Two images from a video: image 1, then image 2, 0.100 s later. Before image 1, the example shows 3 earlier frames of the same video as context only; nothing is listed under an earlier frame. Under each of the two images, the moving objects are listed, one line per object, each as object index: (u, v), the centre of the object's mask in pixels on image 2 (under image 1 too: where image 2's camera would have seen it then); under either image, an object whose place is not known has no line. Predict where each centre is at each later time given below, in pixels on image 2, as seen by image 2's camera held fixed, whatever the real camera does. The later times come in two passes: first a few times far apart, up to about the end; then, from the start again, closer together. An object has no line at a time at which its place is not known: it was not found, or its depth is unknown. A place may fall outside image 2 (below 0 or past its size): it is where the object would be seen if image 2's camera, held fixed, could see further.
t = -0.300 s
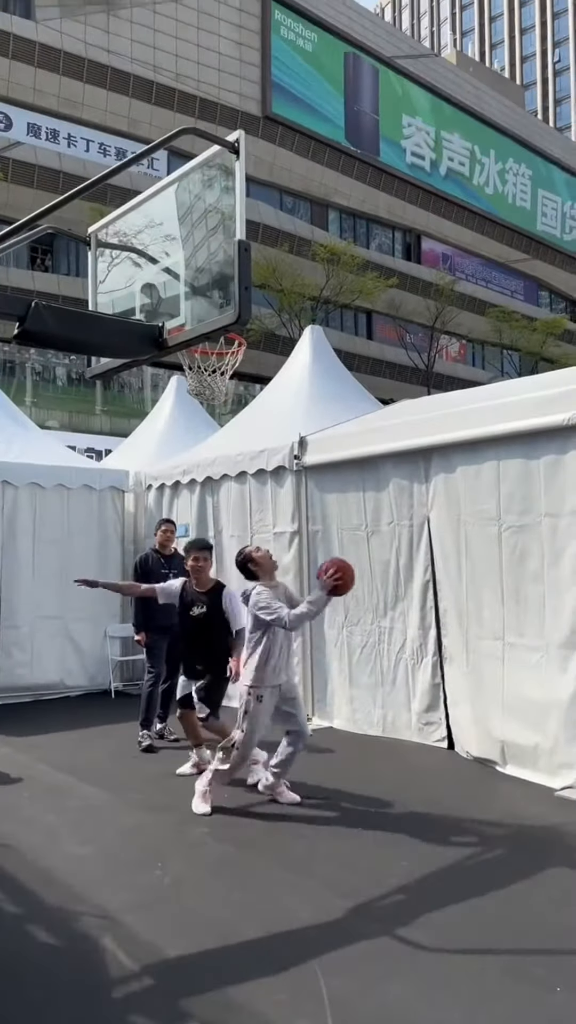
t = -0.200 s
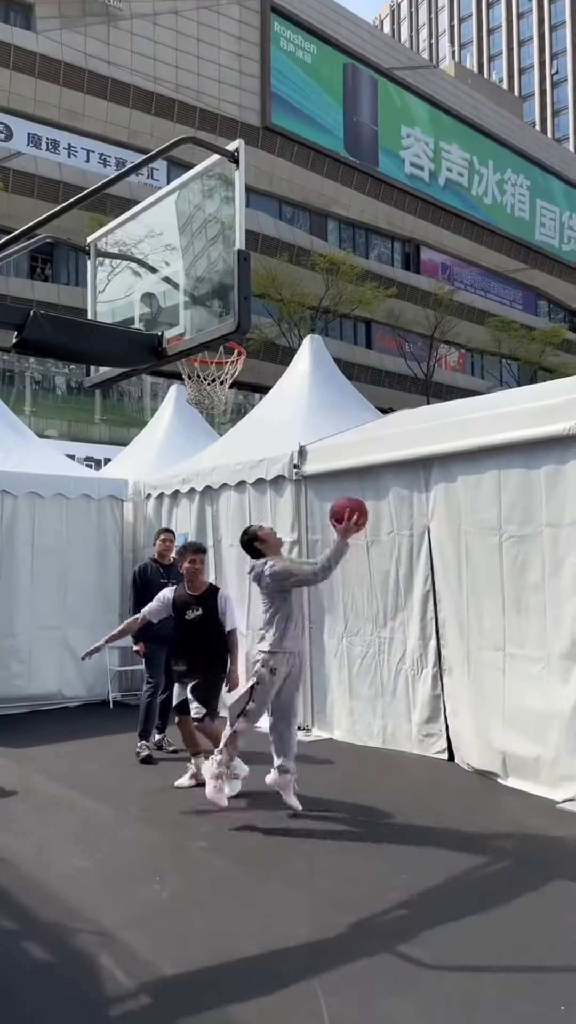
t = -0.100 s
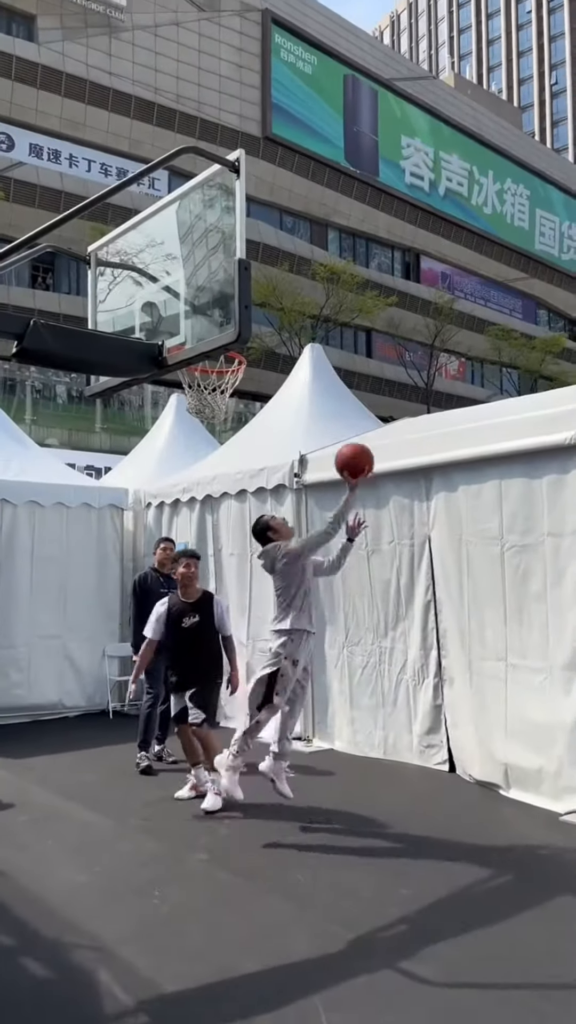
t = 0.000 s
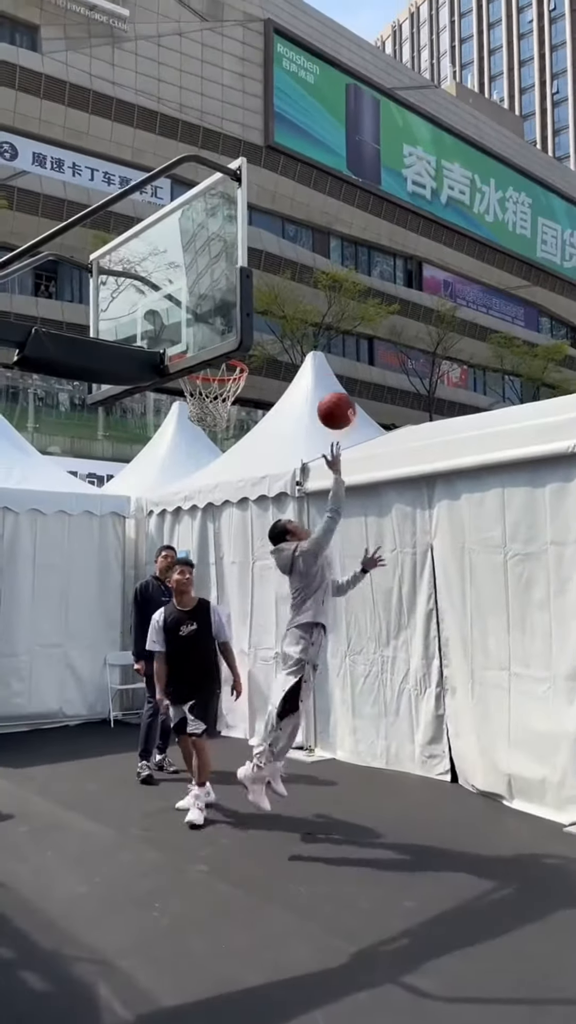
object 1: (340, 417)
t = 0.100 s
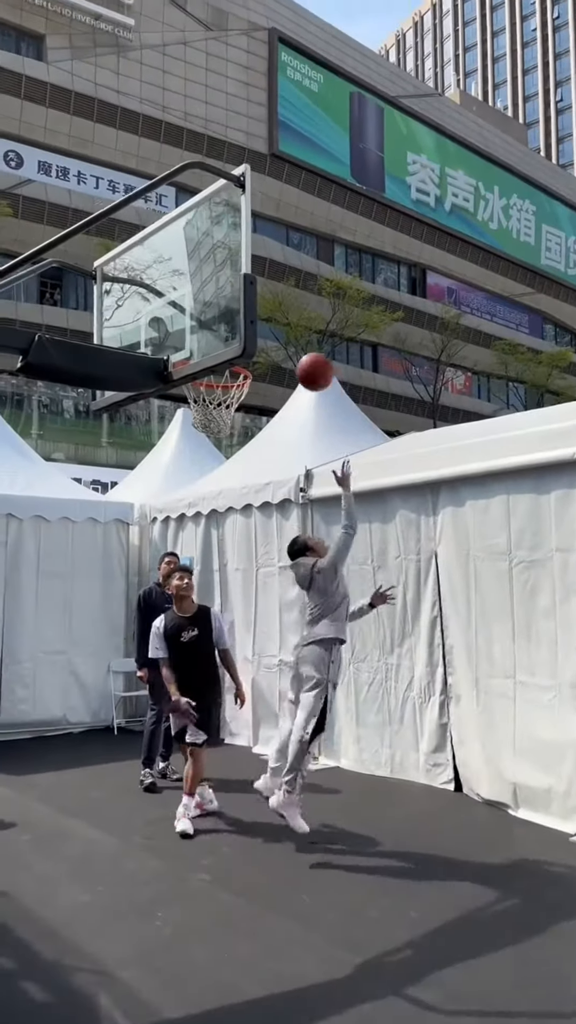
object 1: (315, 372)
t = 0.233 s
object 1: (283, 338)
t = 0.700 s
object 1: (190, 406)
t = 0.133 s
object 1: (307, 360)
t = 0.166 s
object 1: (299, 351)
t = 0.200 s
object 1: (291, 344)
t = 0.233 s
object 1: (283, 338)
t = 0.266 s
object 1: (276, 334)
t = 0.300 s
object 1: (271, 332)
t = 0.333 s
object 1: (266, 331)
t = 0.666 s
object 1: (191, 404)
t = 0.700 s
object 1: (190, 406)
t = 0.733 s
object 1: (193, 405)
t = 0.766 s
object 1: (195, 405)
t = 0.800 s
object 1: (202, 415)
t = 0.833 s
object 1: (205, 424)
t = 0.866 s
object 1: (207, 427)
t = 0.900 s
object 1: (208, 428)
